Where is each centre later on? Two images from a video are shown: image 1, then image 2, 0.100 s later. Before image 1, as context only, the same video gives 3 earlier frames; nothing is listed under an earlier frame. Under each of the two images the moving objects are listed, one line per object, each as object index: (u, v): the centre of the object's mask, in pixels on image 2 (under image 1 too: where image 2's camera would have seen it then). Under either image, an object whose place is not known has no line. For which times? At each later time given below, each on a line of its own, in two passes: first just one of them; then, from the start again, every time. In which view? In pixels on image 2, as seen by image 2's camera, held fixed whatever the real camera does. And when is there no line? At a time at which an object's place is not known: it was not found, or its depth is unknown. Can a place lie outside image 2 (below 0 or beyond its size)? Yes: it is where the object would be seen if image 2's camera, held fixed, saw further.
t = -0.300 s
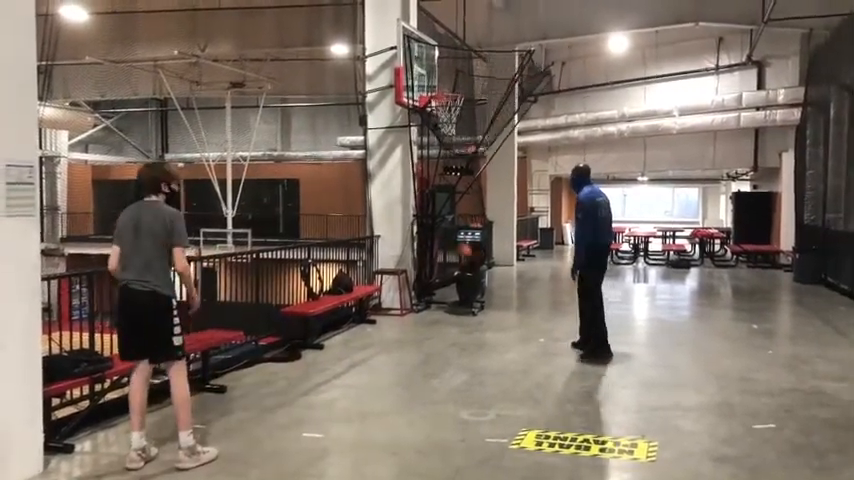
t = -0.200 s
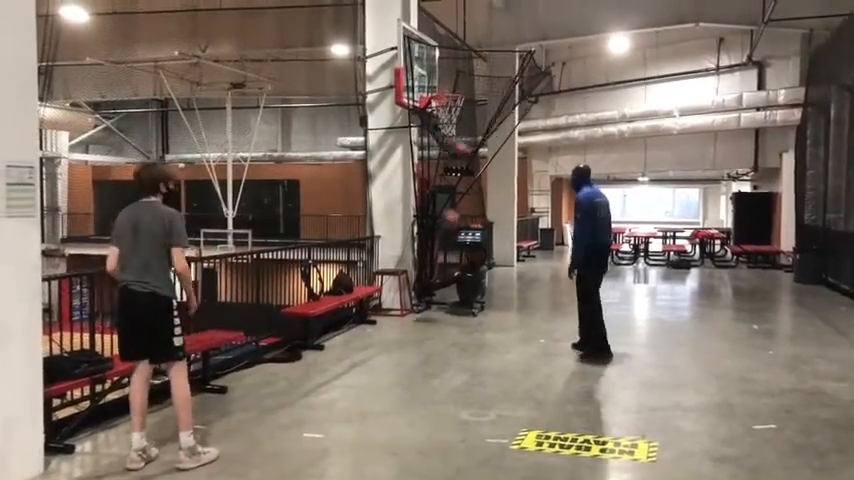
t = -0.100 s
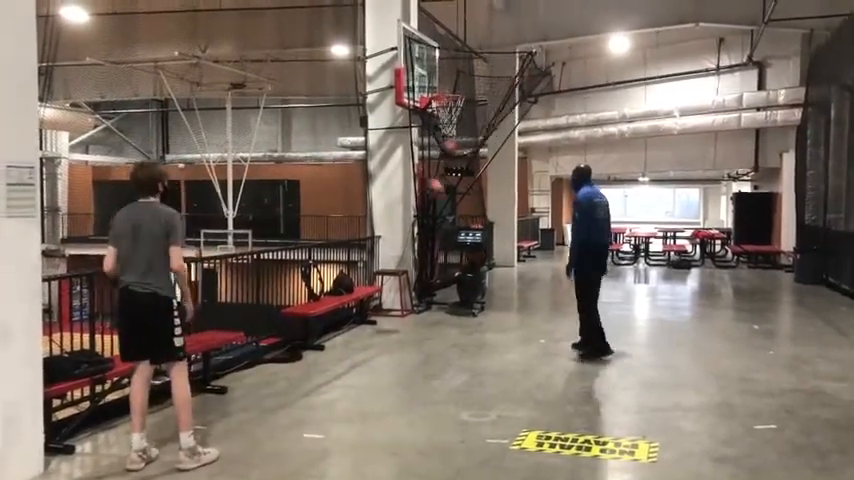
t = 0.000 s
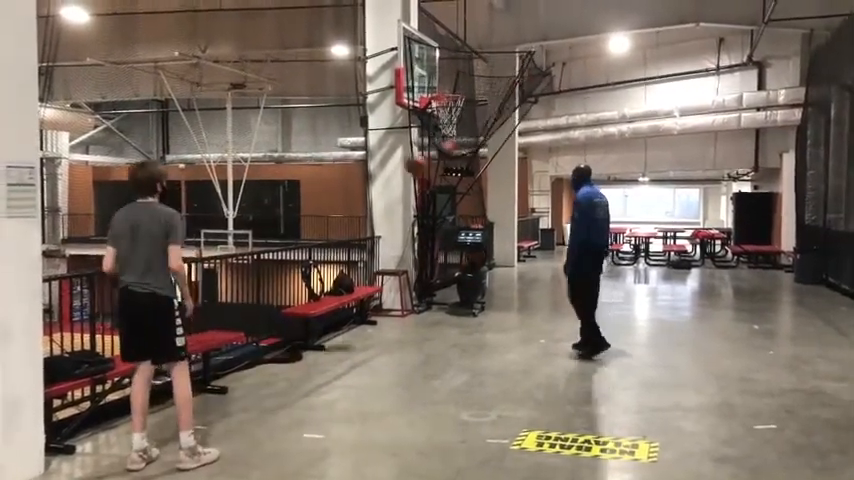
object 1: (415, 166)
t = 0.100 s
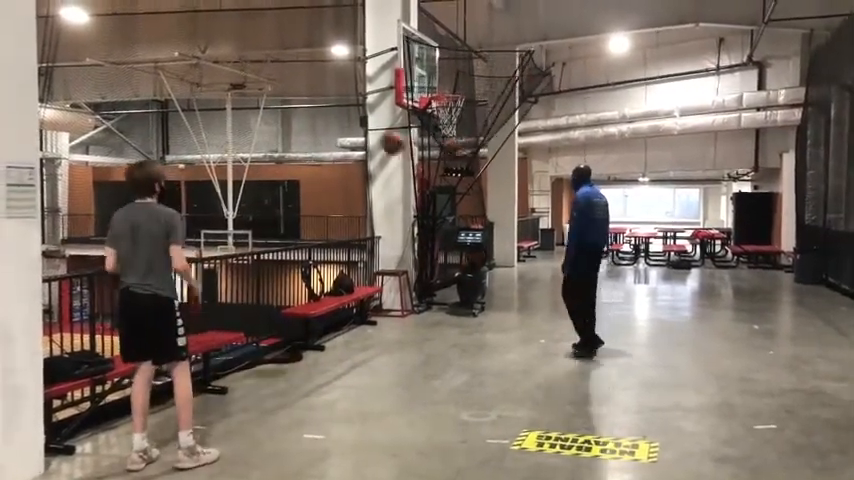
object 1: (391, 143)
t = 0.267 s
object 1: (346, 124)
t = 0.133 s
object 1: (385, 138)
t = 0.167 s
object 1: (375, 133)
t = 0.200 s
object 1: (365, 129)
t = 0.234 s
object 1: (355, 125)
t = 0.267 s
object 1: (346, 124)
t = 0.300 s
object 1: (335, 123)
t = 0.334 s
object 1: (324, 123)
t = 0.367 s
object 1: (311, 125)
